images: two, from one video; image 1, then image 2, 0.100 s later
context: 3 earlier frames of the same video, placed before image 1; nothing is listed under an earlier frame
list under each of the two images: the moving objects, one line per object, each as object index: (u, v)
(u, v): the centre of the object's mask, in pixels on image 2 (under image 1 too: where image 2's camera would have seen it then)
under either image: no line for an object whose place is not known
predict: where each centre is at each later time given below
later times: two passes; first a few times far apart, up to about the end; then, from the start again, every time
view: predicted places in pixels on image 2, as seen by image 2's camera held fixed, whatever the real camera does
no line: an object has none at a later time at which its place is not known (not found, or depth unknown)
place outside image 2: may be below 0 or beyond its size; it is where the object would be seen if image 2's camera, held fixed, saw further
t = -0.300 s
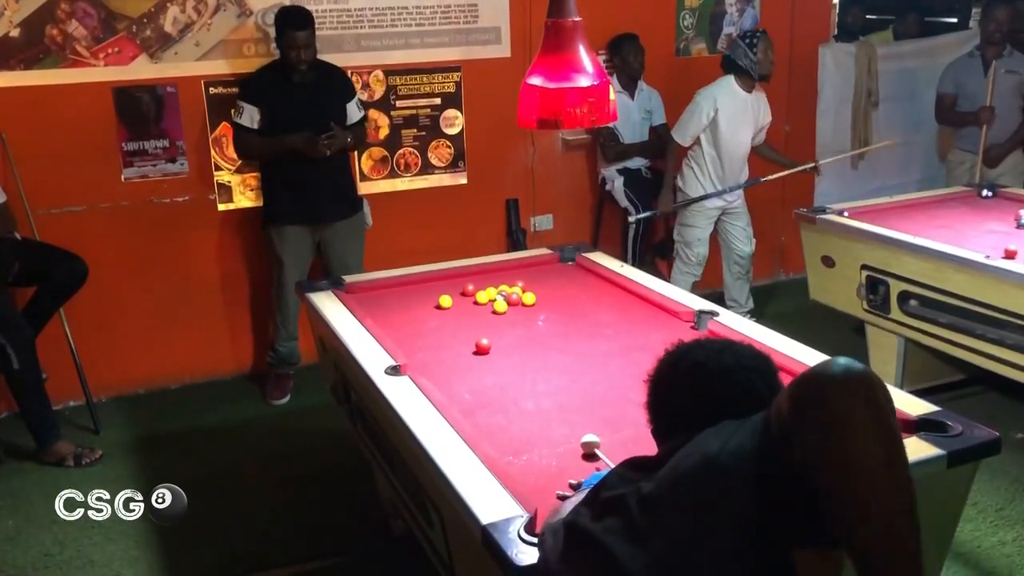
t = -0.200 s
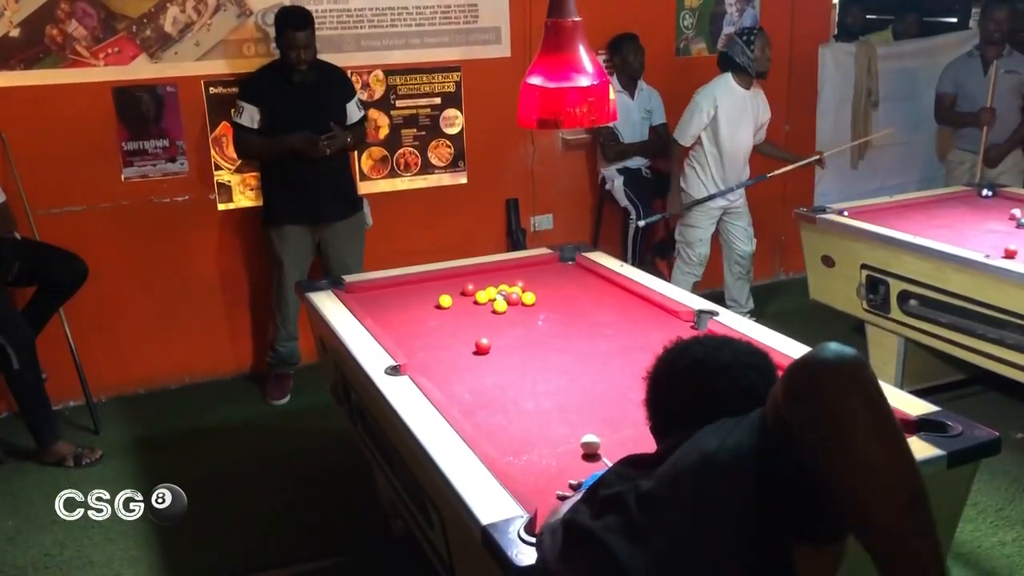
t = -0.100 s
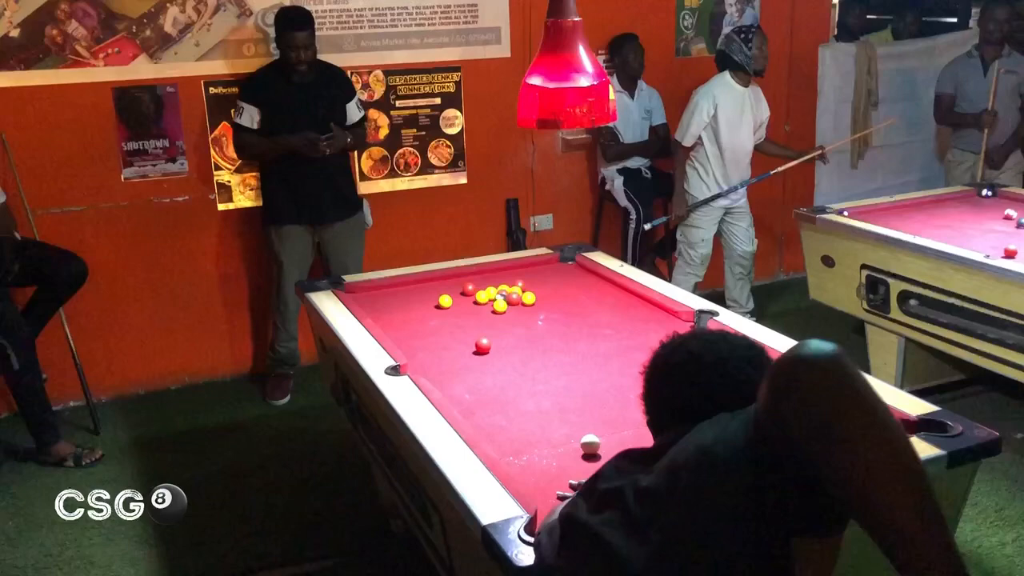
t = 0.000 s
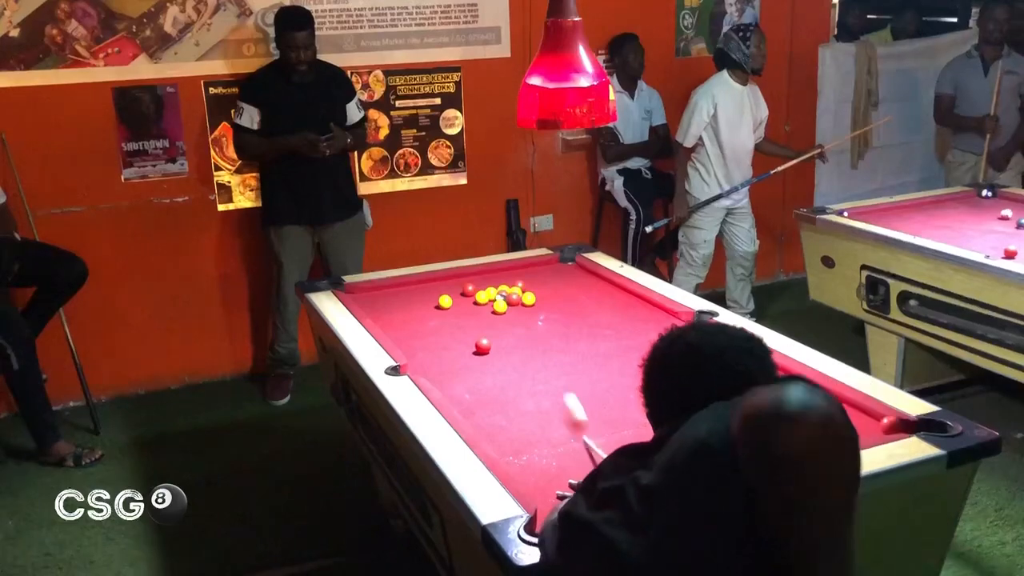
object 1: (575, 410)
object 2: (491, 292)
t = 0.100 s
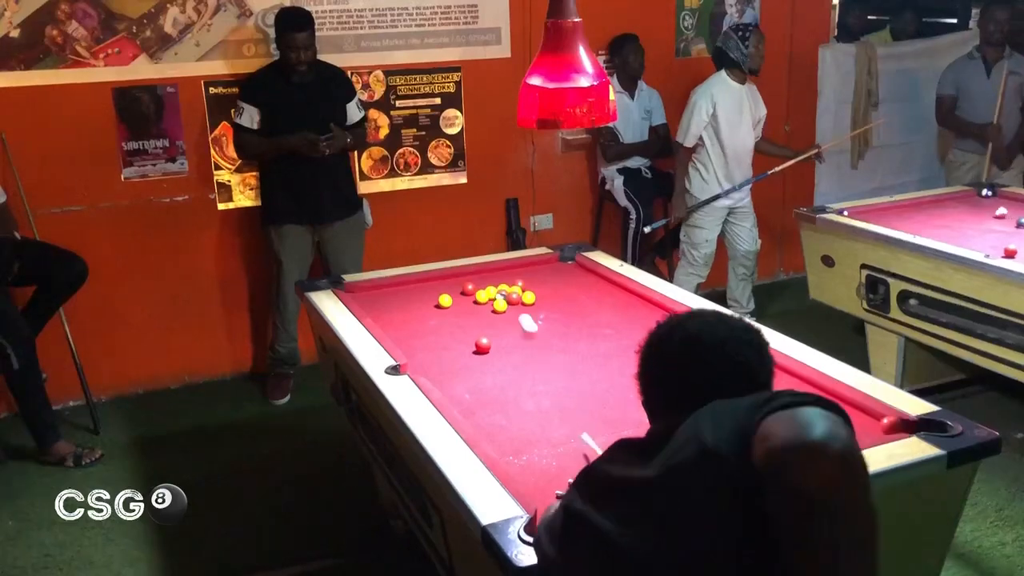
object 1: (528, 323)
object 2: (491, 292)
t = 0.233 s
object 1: (499, 292)
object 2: (473, 291)
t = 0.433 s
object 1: (470, 303)
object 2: (460, 292)
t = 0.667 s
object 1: (451, 305)
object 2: (446, 293)
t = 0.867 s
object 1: (441, 307)
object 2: (438, 294)
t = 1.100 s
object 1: (432, 310)
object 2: (439, 295)
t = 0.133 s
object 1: (516, 303)
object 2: (491, 292)
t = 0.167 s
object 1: (510, 295)
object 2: (480, 293)
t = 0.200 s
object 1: (505, 292)
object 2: (477, 290)
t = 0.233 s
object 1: (499, 292)
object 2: (473, 291)
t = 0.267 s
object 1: (493, 294)
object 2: (471, 290)
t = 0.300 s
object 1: (488, 300)
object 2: (469, 292)
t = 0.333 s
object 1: (483, 302)
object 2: (467, 292)
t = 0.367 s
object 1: (479, 302)
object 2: (465, 292)
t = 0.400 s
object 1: (475, 303)
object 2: (463, 292)
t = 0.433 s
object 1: (470, 303)
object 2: (460, 292)
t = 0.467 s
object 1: (466, 303)
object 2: (458, 292)
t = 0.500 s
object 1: (462, 304)
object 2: (457, 292)
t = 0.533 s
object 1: (458, 304)
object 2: (455, 292)
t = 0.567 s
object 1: (455, 304)
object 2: (453, 292)
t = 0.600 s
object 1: (454, 305)
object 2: (451, 293)
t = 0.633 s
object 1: (453, 305)
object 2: (449, 293)
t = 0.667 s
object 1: (451, 305)
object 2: (446, 293)
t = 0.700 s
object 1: (449, 305)
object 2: (444, 293)
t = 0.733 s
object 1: (448, 306)
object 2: (442, 293)
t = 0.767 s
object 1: (446, 306)
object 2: (441, 293)
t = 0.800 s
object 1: (444, 306)
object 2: (440, 293)
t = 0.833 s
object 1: (443, 307)
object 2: (438, 293)
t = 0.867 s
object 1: (441, 307)
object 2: (438, 294)
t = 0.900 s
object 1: (440, 308)
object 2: (438, 294)
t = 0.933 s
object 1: (439, 308)
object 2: (438, 294)
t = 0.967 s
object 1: (437, 308)
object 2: (439, 294)
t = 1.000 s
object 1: (436, 309)
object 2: (439, 295)
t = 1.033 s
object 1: (434, 309)
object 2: (439, 295)
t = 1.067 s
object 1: (433, 310)
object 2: (439, 295)
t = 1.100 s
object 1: (432, 310)
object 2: (439, 295)
